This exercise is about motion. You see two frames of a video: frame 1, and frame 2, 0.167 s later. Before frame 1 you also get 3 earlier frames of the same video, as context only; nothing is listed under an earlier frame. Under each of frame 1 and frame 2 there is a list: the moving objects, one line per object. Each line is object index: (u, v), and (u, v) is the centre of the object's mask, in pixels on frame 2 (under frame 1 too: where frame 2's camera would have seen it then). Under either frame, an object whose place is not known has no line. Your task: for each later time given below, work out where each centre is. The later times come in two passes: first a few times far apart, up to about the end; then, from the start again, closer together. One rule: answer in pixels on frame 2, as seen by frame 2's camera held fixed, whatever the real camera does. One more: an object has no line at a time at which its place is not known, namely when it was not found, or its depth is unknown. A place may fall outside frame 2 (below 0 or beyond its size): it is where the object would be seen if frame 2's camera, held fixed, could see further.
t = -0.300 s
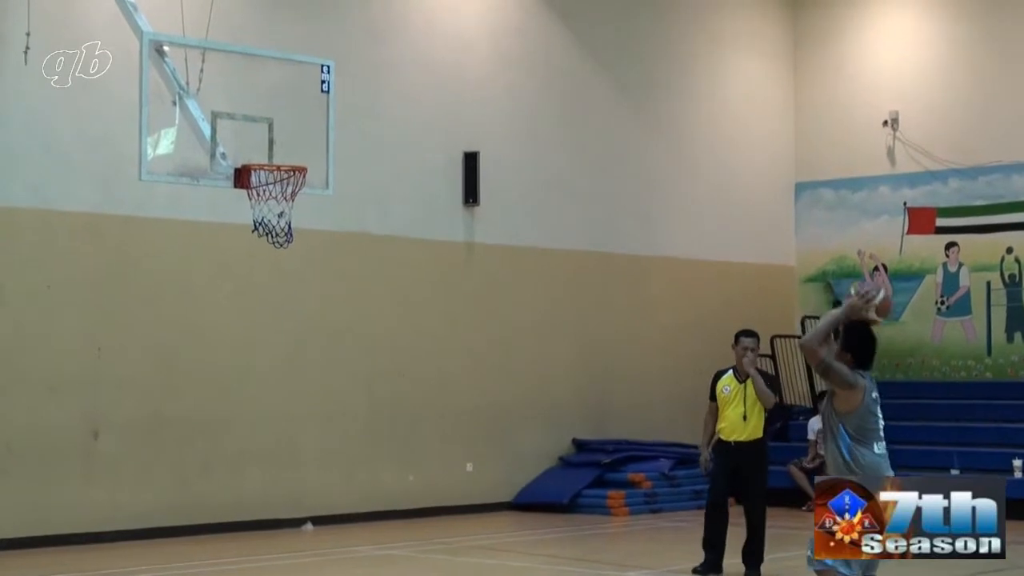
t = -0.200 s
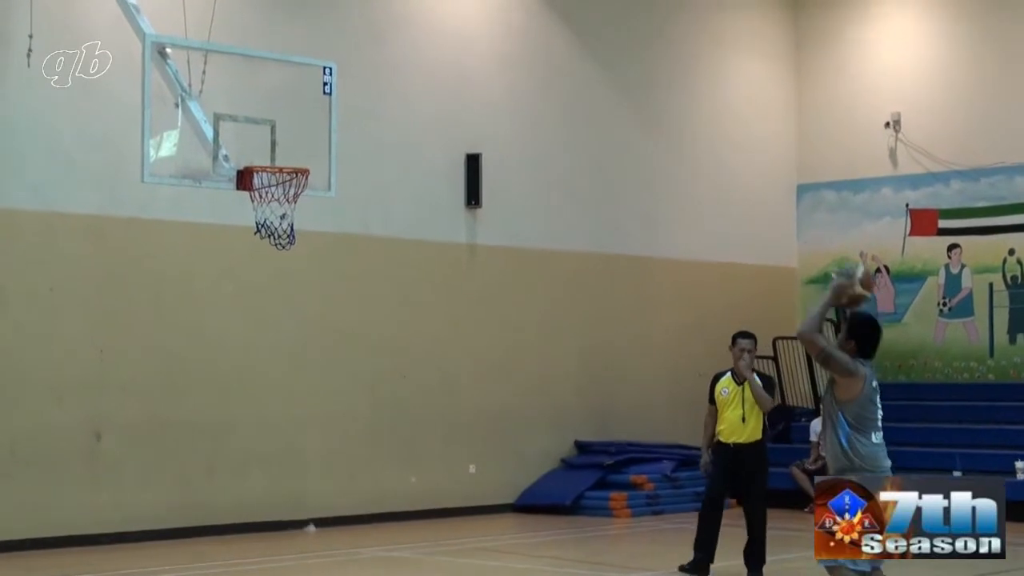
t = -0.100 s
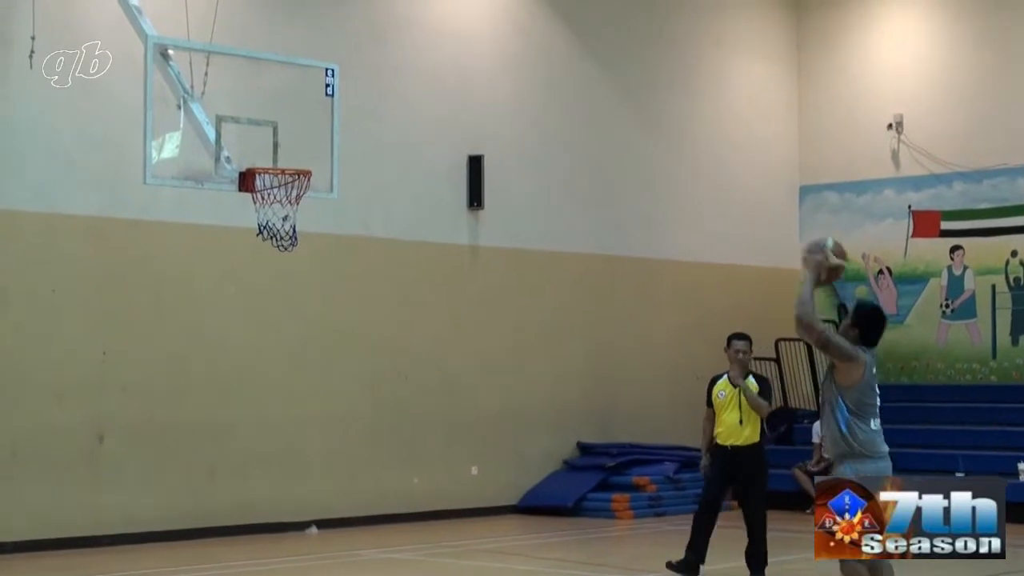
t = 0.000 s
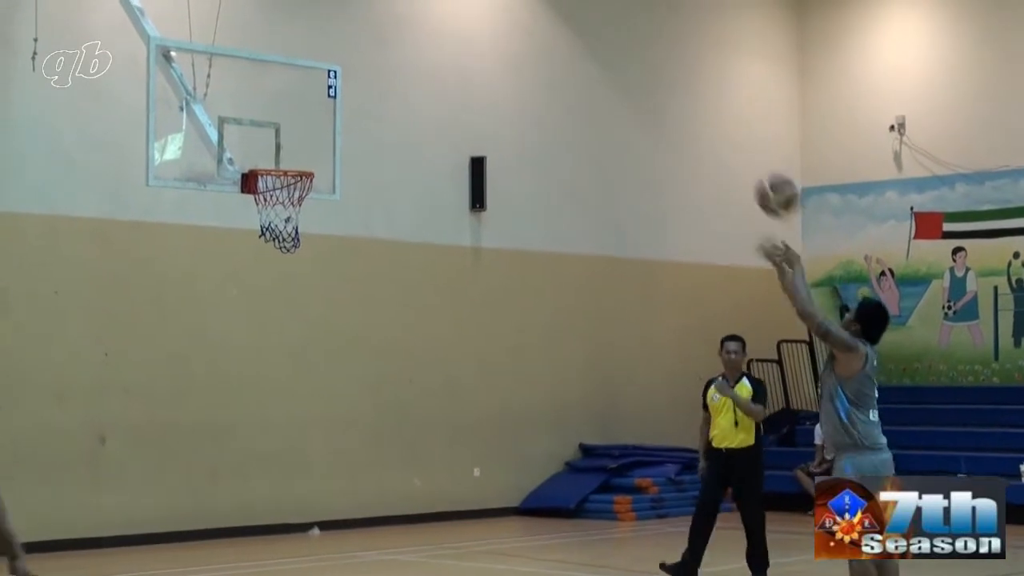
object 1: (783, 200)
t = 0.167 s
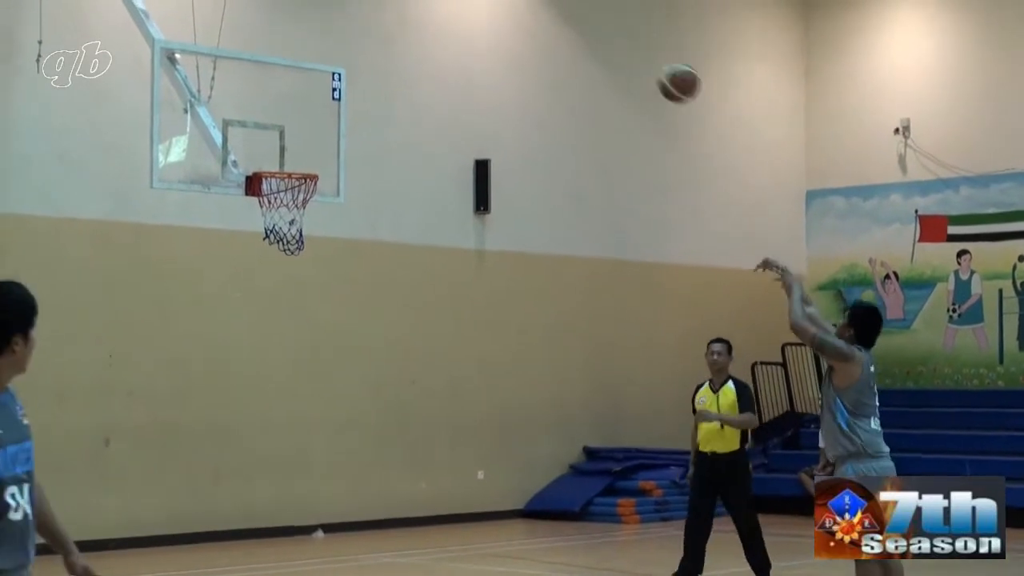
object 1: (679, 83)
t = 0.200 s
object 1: (659, 65)
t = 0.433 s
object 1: (535, 7)
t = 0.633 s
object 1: (442, 14)
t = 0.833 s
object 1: (358, 80)
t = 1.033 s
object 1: (288, 159)
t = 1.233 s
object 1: (294, 141)
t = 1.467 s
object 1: (336, 146)
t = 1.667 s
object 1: (372, 211)
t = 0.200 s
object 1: (659, 65)
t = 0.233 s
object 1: (641, 51)
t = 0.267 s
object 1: (622, 38)
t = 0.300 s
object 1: (605, 28)
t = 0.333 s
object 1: (588, 20)
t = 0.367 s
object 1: (570, 12)
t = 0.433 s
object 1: (535, 7)
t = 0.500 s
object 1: (503, 5)
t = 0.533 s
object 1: (488, 6)
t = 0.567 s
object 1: (473, 7)
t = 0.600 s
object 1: (457, 9)
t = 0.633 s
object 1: (442, 14)
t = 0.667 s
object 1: (427, 21)
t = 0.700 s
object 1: (413, 30)
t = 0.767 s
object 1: (384, 53)
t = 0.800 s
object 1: (371, 65)
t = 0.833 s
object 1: (358, 80)
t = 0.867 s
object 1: (343, 95)
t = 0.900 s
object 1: (330, 113)
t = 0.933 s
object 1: (317, 129)
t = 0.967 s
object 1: (304, 148)
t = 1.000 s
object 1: (294, 159)
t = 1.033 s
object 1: (288, 159)
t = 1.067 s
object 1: (280, 160)
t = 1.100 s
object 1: (274, 166)
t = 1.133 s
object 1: (276, 158)
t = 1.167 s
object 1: (282, 152)
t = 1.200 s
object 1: (288, 146)
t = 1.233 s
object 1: (294, 141)
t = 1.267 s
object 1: (301, 137)
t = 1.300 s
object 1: (306, 134)
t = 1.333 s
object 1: (312, 134)
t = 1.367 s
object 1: (318, 135)
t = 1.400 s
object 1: (324, 137)
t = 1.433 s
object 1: (330, 141)
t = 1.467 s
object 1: (336, 146)
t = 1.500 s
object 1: (341, 153)
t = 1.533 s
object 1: (347, 162)
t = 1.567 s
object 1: (354, 171)
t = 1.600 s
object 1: (360, 182)
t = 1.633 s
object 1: (366, 195)
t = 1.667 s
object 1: (372, 211)
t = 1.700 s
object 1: (377, 225)
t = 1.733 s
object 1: (383, 242)
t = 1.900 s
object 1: (412, 353)
